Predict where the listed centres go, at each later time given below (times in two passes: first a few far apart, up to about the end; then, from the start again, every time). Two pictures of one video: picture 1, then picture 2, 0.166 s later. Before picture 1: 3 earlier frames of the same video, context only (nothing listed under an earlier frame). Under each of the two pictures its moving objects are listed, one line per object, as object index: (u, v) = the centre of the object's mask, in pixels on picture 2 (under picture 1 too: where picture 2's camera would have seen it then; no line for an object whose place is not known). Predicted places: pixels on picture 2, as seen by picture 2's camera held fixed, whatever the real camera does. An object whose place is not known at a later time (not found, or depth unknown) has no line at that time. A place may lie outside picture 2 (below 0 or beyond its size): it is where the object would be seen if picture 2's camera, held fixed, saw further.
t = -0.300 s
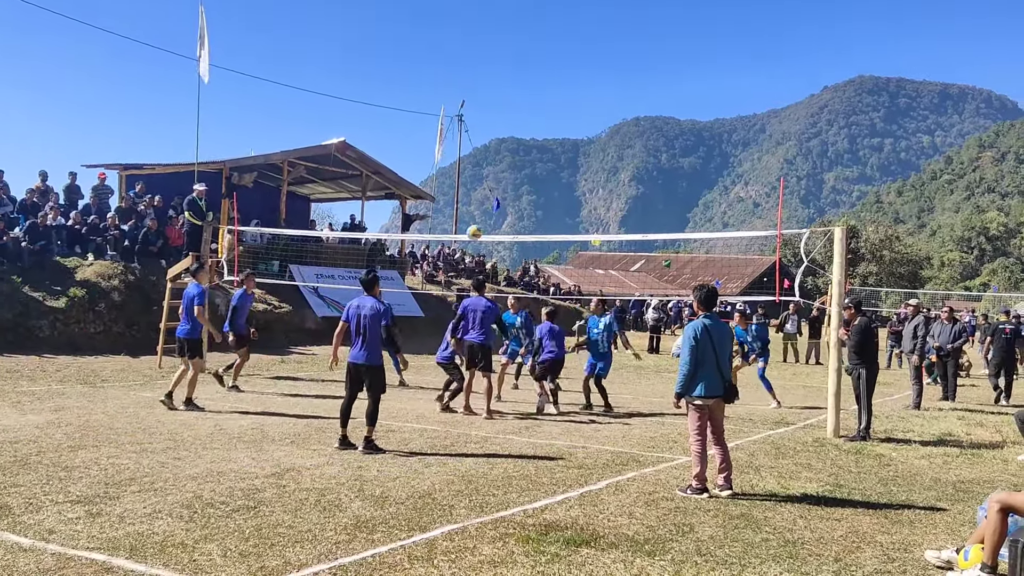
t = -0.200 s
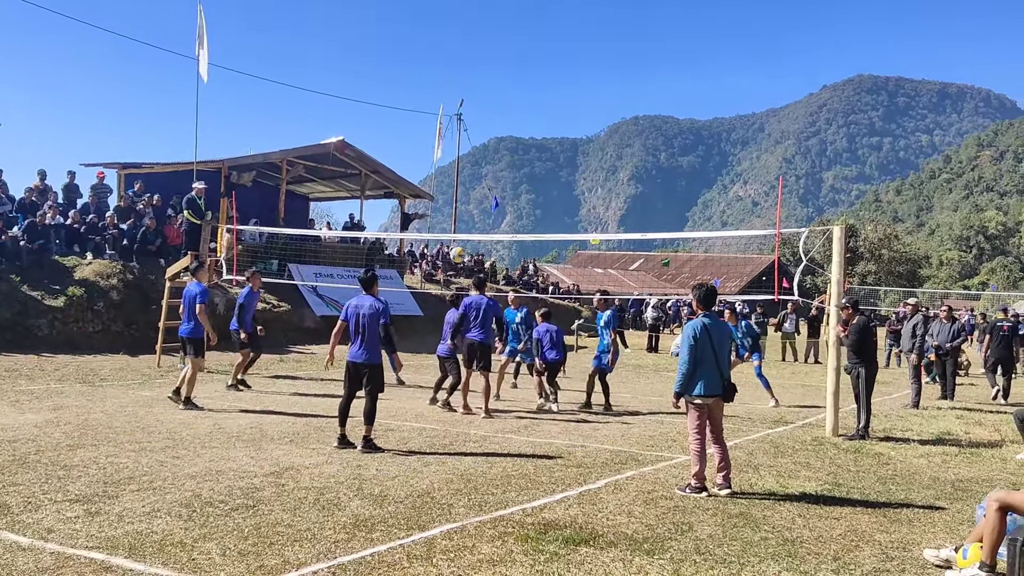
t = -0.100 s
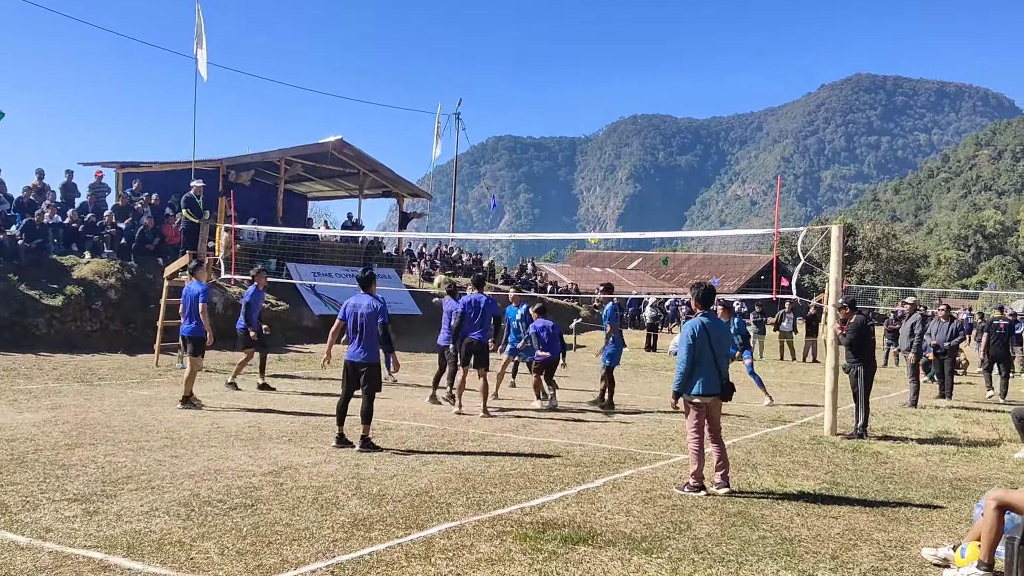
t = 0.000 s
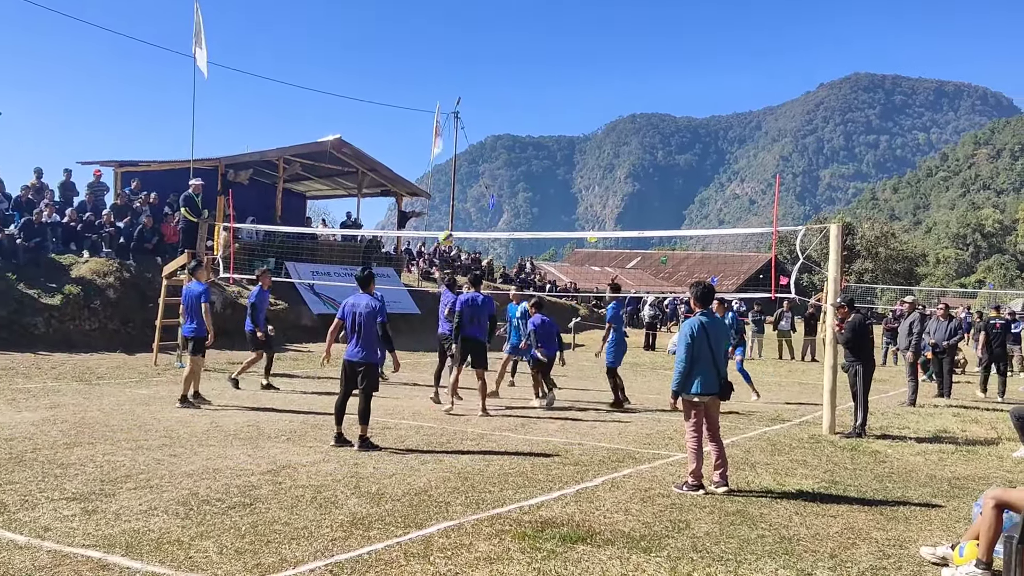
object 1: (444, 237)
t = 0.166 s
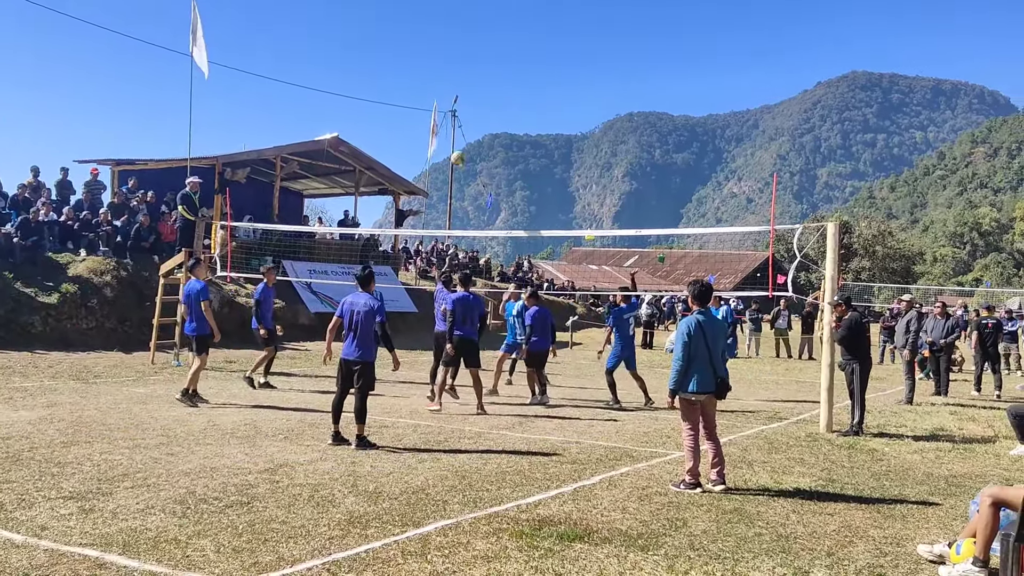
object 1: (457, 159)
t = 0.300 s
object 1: (468, 111)
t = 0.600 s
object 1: (488, 48)
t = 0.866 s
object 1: (504, 46)
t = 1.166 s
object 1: (517, 105)
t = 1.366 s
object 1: (523, 178)
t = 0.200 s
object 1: (461, 145)
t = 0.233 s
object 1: (464, 133)
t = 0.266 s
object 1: (466, 121)
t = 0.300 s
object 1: (468, 111)
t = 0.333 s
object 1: (471, 100)
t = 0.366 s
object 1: (473, 91)
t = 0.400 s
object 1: (475, 82)
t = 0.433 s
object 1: (477, 75)
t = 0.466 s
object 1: (480, 68)
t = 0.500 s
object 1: (482, 62)
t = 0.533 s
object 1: (484, 56)
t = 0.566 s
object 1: (486, 51)
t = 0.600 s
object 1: (488, 48)
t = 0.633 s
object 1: (491, 45)
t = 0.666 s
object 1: (492, 43)
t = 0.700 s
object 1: (494, 41)
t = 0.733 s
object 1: (496, 41)
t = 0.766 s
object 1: (498, 41)
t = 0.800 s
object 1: (500, 42)
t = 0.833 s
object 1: (502, 44)
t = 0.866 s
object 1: (504, 46)
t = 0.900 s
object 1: (505, 50)
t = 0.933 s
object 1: (507, 54)
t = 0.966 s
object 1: (509, 59)
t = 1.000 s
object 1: (510, 64)
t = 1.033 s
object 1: (512, 71)
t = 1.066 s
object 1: (513, 78)
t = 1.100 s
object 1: (514, 86)
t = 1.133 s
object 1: (516, 95)
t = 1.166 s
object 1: (517, 105)
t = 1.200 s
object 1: (518, 115)
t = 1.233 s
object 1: (520, 126)
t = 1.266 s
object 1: (521, 138)
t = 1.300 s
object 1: (521, 150)
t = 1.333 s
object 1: (522, 164)
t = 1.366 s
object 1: (523, 178)
